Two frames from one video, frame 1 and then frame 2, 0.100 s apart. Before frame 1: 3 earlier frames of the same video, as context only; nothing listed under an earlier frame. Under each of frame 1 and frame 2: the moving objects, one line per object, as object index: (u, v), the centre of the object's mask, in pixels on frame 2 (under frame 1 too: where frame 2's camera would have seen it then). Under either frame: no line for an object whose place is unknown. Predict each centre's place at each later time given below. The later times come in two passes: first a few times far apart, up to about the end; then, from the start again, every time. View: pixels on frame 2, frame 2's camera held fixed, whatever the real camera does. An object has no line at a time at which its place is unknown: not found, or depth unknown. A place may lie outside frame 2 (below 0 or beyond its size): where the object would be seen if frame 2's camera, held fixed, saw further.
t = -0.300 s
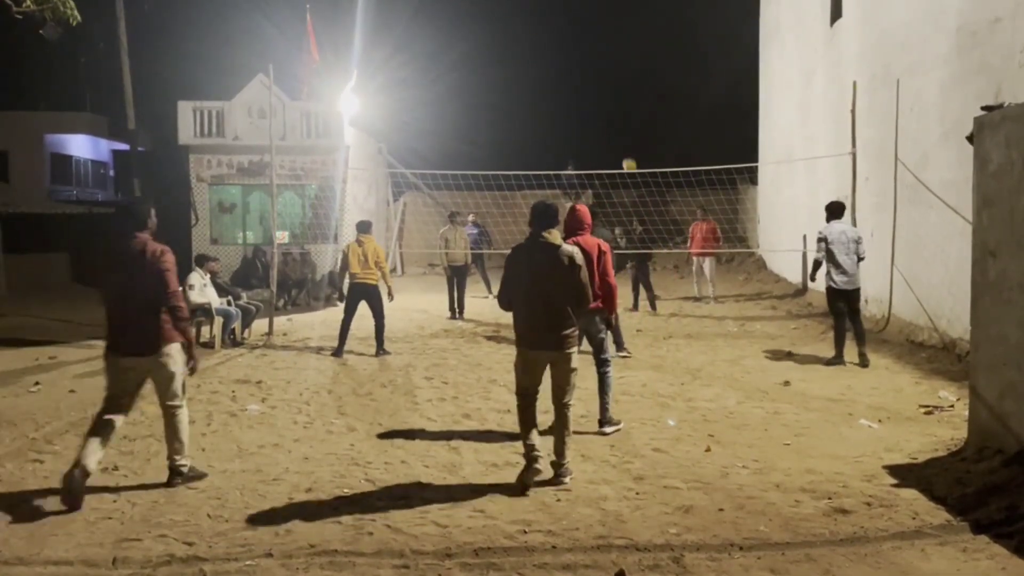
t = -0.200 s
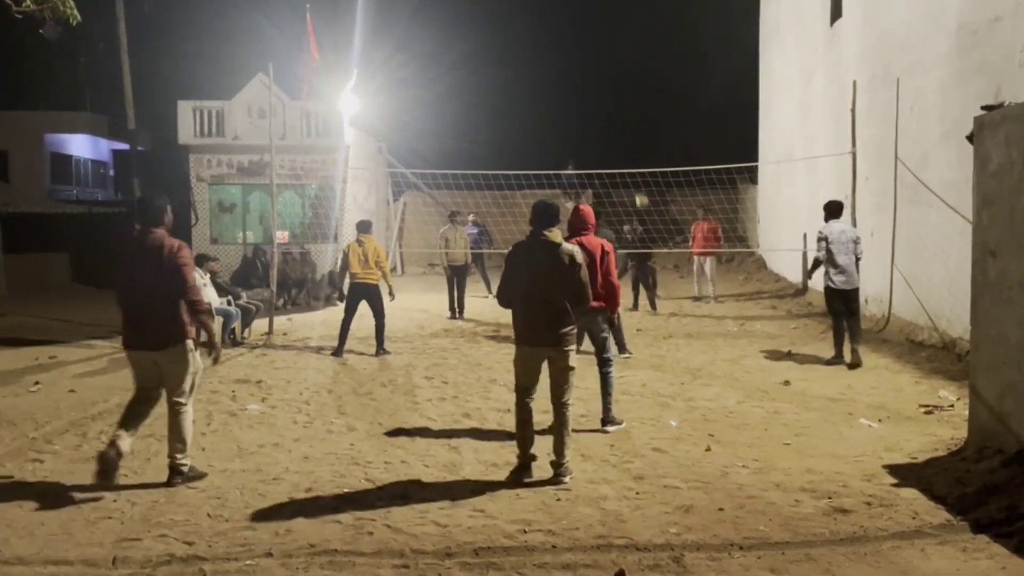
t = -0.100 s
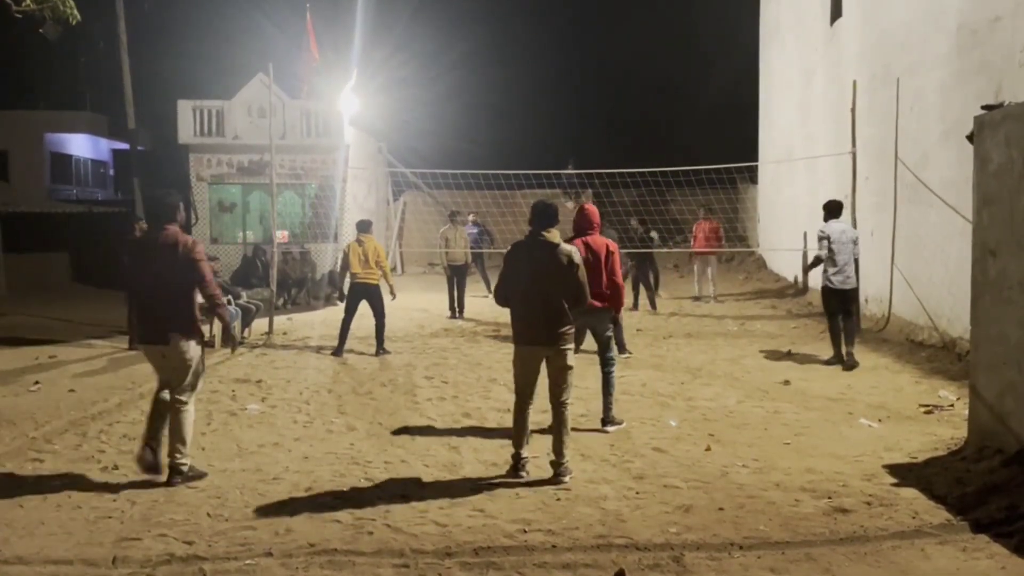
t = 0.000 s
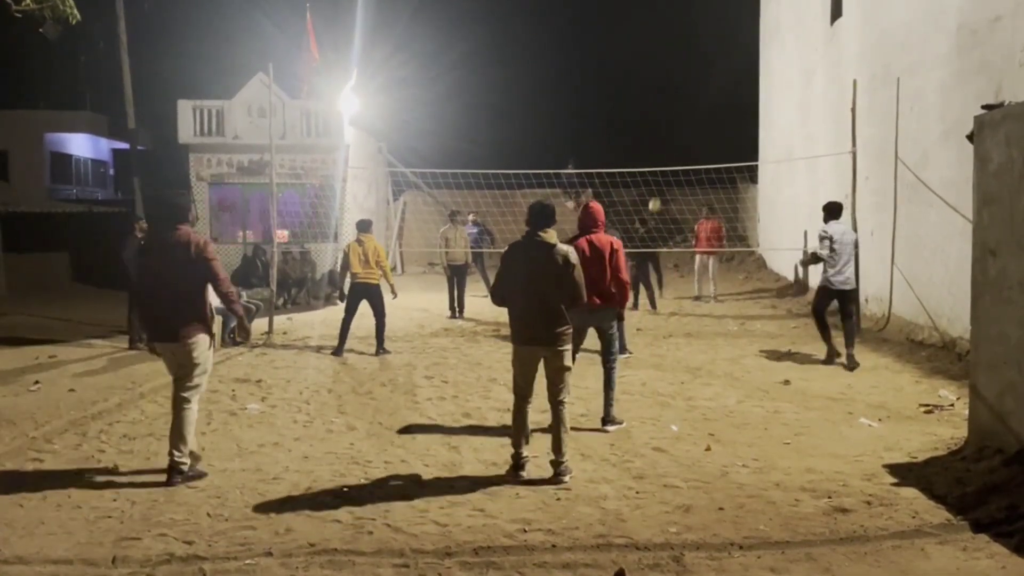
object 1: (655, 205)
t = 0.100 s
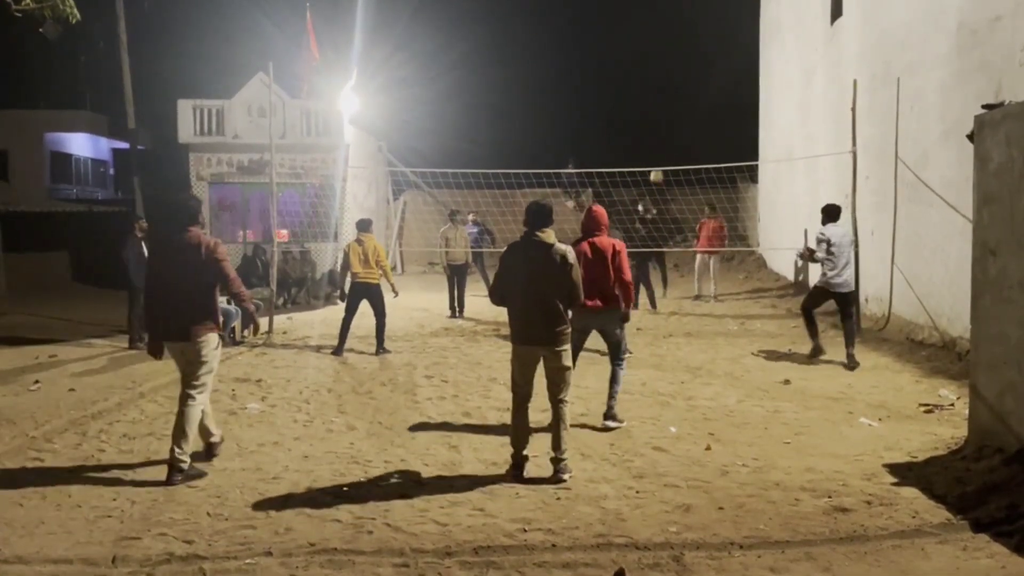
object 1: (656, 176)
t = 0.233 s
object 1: (659, 145)
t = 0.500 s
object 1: (666, 111)
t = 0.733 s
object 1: (672, 118)
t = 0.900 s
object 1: (676, 148)
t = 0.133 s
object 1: (657, 167)
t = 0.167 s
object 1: (658, 159)
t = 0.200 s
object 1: (658, 151)
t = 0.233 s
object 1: (659, 145)
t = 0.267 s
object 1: (660, 138)
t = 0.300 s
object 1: (661, 132)
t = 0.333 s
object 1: (661, 127)
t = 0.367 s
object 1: (662, 122)
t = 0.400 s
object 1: (663, 119)
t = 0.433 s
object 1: (664, 115)
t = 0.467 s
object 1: (665, 113)
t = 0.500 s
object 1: (666, 111)
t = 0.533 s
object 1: (666, 110)
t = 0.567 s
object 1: (667, 109)
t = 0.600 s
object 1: (668, 110)
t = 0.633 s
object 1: (669, 111)
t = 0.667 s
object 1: (670, 112)
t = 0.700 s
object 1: (671, 115)
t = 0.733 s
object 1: (672, 118)
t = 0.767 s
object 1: (672, 122)
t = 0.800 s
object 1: (673, 128)
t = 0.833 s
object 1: (674, 133)
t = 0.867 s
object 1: (675, 140)
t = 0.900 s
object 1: (676, 148)
